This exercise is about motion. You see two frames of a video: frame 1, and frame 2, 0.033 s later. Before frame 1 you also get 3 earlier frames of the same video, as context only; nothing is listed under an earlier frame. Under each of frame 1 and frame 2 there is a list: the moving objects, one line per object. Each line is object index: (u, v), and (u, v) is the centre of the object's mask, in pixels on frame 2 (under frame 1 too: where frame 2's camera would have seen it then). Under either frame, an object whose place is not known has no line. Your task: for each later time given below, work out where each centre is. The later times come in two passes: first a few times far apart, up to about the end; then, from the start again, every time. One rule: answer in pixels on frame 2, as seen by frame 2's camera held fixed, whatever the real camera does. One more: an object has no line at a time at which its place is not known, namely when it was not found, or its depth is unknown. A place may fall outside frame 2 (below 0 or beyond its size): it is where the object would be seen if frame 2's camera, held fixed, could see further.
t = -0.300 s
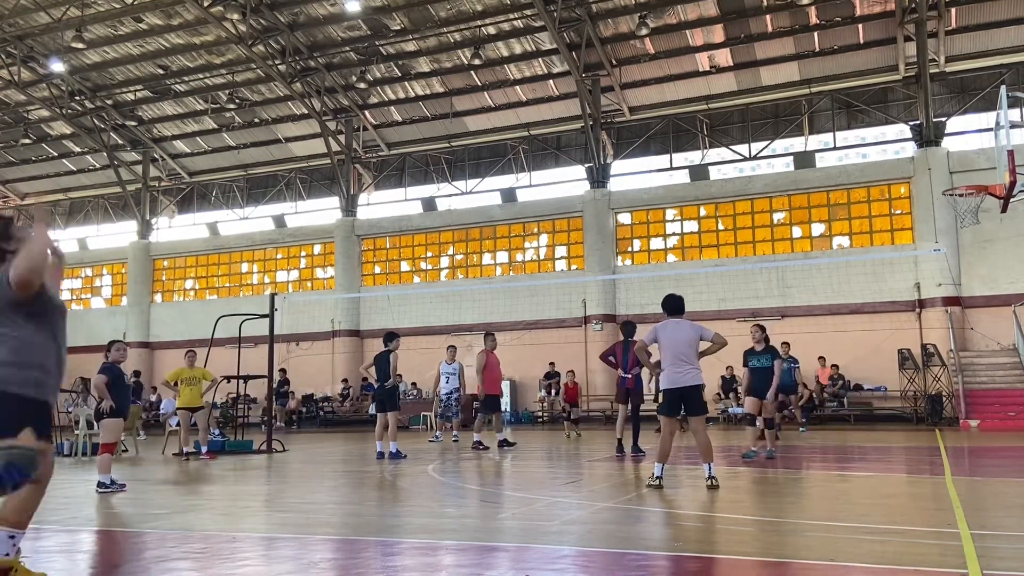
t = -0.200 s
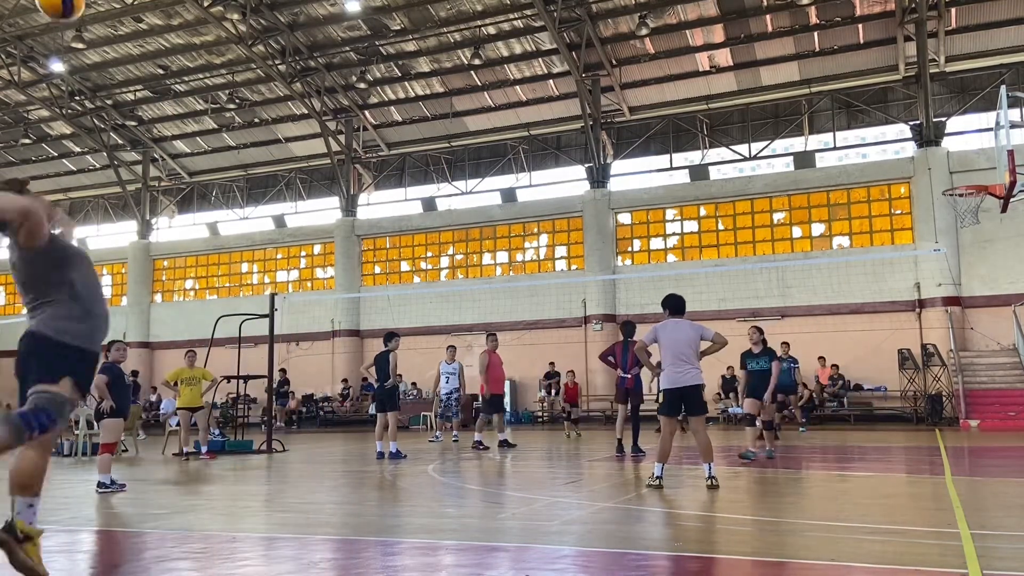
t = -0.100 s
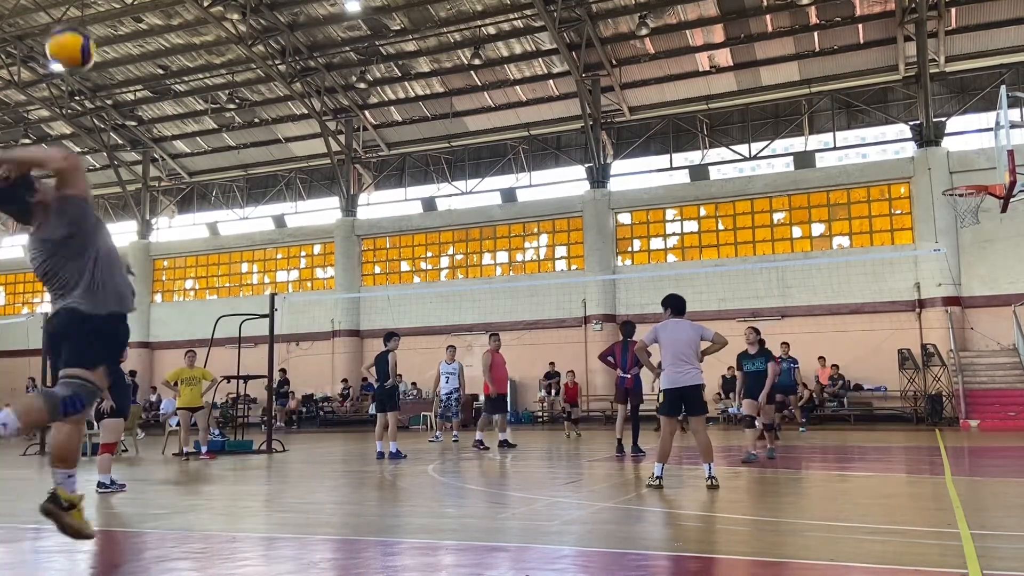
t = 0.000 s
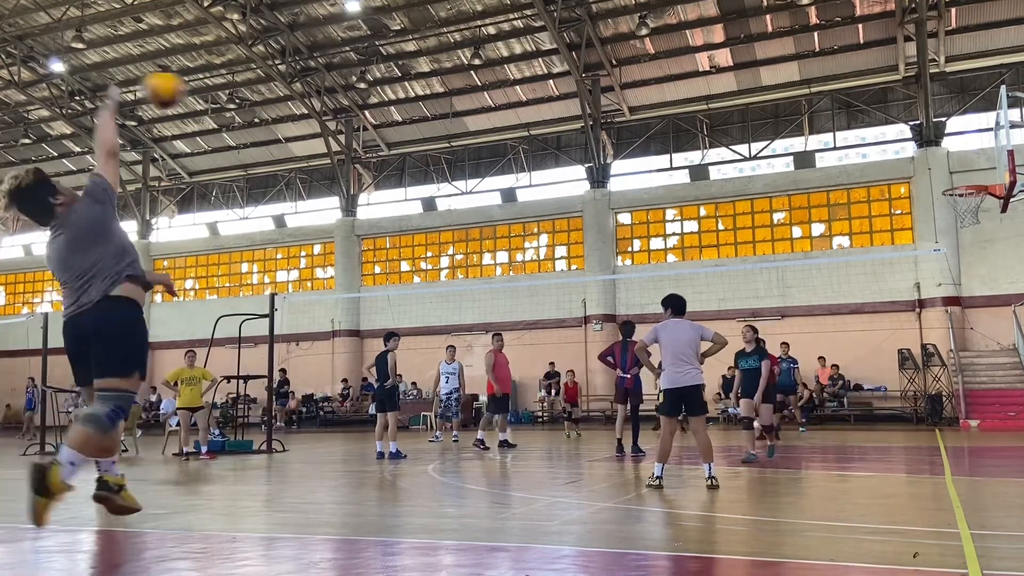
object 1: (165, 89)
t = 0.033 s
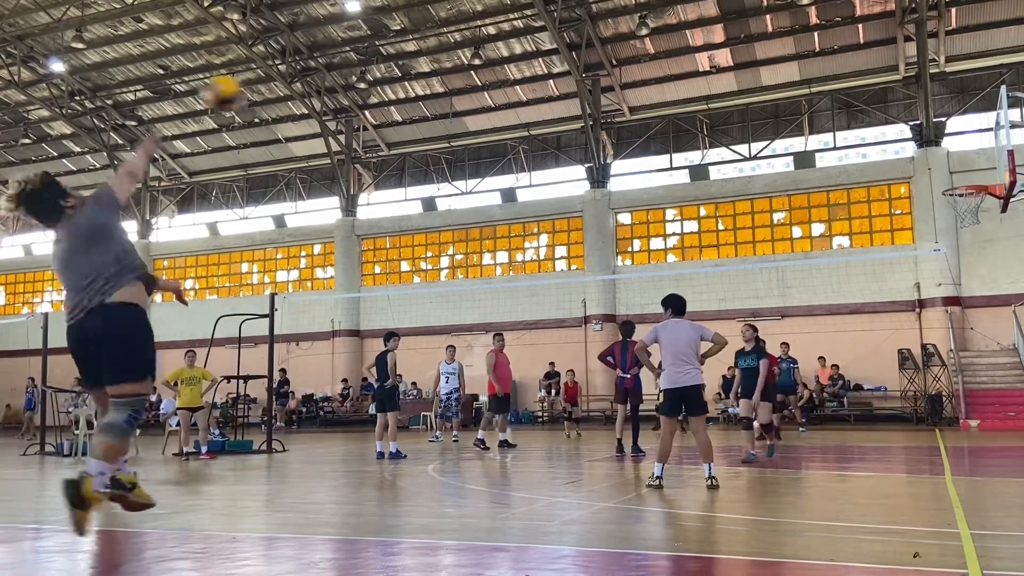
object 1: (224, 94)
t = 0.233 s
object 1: (440, 127)
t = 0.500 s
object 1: (581, 194)
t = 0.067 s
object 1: (274, 98)
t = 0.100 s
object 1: (317, 103)
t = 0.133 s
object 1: (353, 107)
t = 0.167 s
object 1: (386, 113)
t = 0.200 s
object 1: (416, 118)
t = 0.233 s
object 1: (440, 127)
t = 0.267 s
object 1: (463, 135)
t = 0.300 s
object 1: (483, 143)
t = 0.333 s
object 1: (503, 151)
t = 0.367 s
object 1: (522, 159)
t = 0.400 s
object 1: (537, 166)
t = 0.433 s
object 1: (554, 176)
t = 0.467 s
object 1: (568, 184)
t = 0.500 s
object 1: (581, 194)
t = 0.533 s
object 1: (593, 202)
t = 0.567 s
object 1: (604, 211)
